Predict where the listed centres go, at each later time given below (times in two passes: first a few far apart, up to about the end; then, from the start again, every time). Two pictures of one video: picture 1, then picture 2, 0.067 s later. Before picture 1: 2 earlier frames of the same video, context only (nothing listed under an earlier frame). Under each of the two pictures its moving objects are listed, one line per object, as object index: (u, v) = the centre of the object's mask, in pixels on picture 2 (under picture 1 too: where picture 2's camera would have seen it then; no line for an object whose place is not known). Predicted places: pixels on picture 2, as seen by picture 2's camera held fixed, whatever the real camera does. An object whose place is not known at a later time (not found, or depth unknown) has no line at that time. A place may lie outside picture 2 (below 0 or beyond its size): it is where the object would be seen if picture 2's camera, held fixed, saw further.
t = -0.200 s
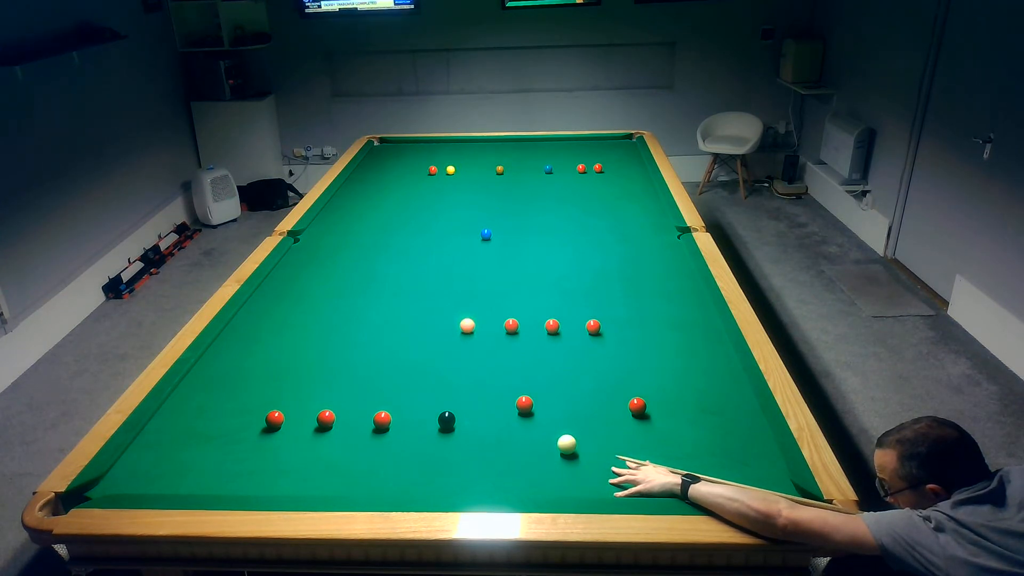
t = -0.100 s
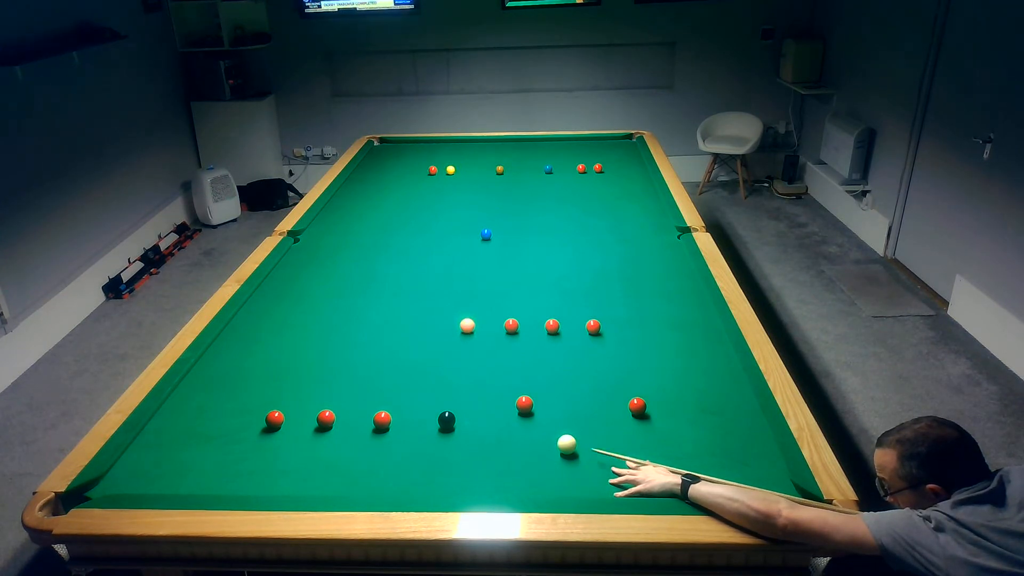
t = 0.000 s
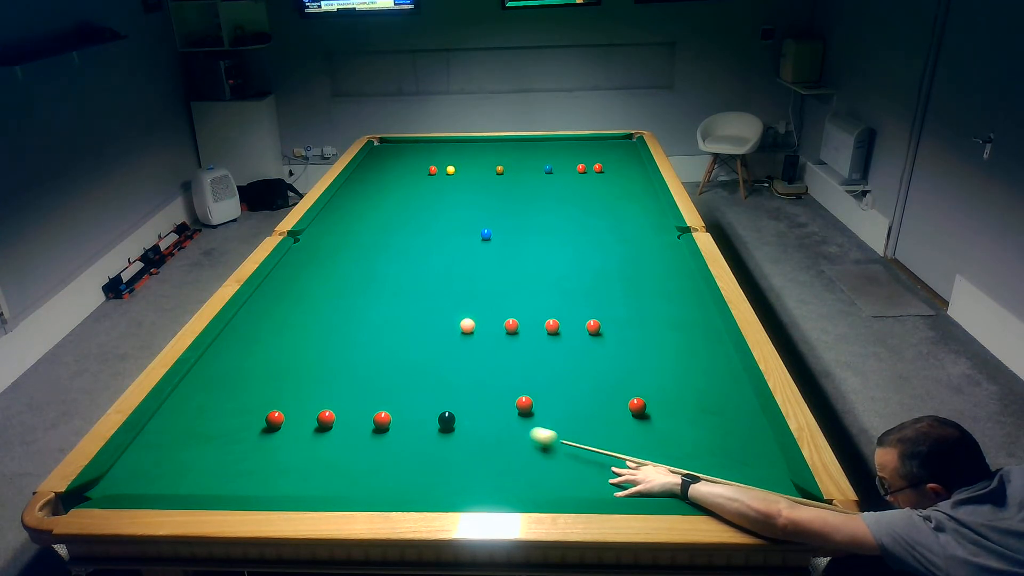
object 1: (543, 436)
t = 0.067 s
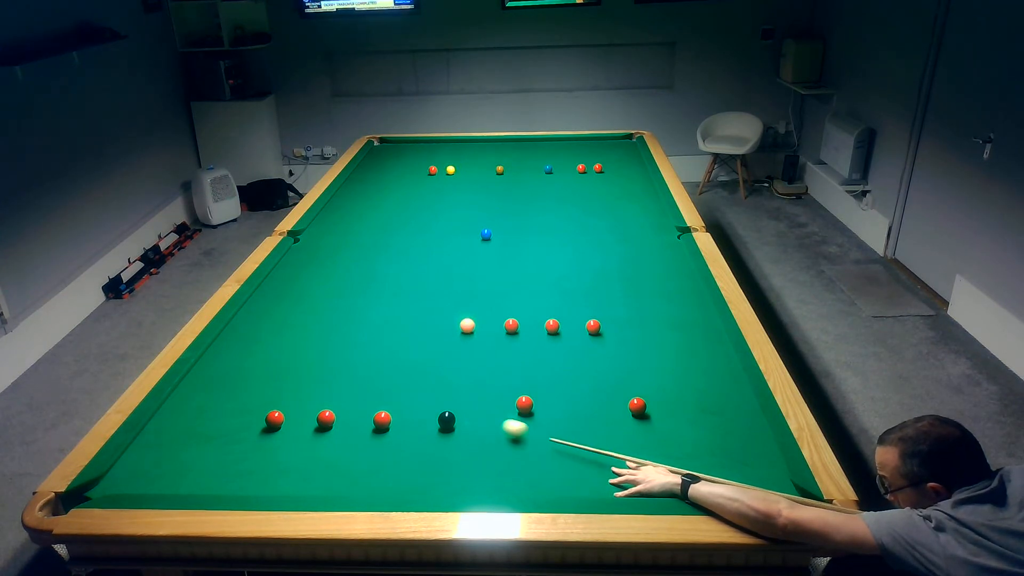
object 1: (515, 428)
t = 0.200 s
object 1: (465, 415)
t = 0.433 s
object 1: (433, 384)
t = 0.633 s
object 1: (408, 361)
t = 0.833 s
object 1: (386, 342)
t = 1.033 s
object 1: (366, 324)
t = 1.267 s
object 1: (345, 307)
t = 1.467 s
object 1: (329, 293)
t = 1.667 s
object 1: (315, 281)
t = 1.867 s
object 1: (301, 270)
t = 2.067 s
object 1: (290, 260)
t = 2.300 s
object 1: (302, 250)
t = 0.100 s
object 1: (502, 425)
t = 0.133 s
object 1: (489, 421)
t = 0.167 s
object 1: (477, 418)
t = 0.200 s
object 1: (465, 415)
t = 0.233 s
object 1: (461, 410)
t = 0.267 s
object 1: (457, 405)
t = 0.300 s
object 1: (452, 401)
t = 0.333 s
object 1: (447, 397)
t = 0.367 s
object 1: (443, 392)
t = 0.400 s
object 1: (438, 388)
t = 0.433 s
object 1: (433, 384)
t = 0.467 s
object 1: (429, 380)
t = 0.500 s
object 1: (425, 376)
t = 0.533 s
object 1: (420, 372)
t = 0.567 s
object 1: (416, 369)
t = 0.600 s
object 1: (412, 365)
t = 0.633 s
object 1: (408, 361)
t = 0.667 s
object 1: (404, 358)
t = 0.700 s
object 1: (400, 355)
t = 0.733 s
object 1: (396, 351)
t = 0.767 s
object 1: (393, 348)
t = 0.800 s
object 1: (389, 345)
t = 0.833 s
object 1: (386, 342)
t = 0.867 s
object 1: (382, 339)
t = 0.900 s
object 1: (379, 336)
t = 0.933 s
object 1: (375, 333)
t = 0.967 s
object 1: (372, 330)
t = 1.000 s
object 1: (369, 327)
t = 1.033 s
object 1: (366, 324)
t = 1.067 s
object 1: (363, 322)
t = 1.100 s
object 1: (360, 319)
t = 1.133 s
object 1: (357, 317)
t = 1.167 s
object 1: (354, 314)
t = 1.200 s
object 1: (351, 311)
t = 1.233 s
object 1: (348, 309)
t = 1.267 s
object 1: (345, 307)
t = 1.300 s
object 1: (342, 304)
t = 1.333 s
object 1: (340, 302)
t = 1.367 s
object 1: (337, 300)
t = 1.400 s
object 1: (334, 297)
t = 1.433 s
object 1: (332, 295)
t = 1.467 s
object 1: (329, 293)
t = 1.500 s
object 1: (327, 291)
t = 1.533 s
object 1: (324, 289)
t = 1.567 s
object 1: (322, 287)
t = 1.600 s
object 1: (319, 285)
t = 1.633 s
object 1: (317, 283)
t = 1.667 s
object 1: (315, 281)
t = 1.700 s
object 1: (312, 279)
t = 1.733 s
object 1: (310, 277)
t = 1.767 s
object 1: (308, 275)
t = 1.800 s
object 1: (306, 273)
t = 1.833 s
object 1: (304, 272)
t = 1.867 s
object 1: (301, 270)
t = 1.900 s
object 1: (300, 268)
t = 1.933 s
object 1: (298, 266)
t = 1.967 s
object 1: (296, 265)
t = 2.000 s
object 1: (293, 263)
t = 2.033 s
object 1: (292, 261)
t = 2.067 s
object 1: (290, 260)
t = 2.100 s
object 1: (288, 258)
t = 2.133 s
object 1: (289, 257)
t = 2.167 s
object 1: (292, 255)
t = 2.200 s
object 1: (294, 254)
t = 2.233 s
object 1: (297, 253)
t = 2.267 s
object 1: (299, 252)
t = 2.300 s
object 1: (302, 250)
